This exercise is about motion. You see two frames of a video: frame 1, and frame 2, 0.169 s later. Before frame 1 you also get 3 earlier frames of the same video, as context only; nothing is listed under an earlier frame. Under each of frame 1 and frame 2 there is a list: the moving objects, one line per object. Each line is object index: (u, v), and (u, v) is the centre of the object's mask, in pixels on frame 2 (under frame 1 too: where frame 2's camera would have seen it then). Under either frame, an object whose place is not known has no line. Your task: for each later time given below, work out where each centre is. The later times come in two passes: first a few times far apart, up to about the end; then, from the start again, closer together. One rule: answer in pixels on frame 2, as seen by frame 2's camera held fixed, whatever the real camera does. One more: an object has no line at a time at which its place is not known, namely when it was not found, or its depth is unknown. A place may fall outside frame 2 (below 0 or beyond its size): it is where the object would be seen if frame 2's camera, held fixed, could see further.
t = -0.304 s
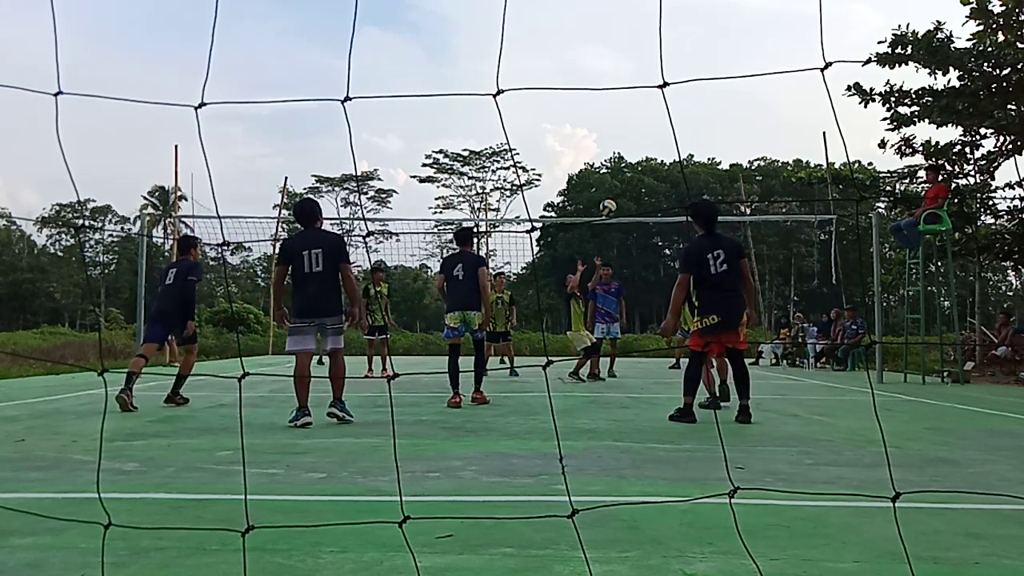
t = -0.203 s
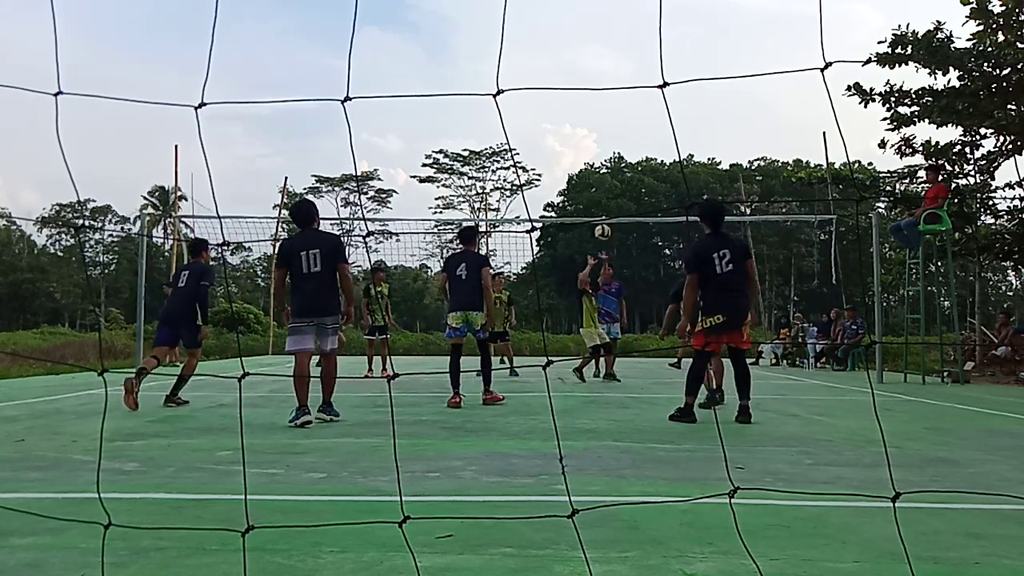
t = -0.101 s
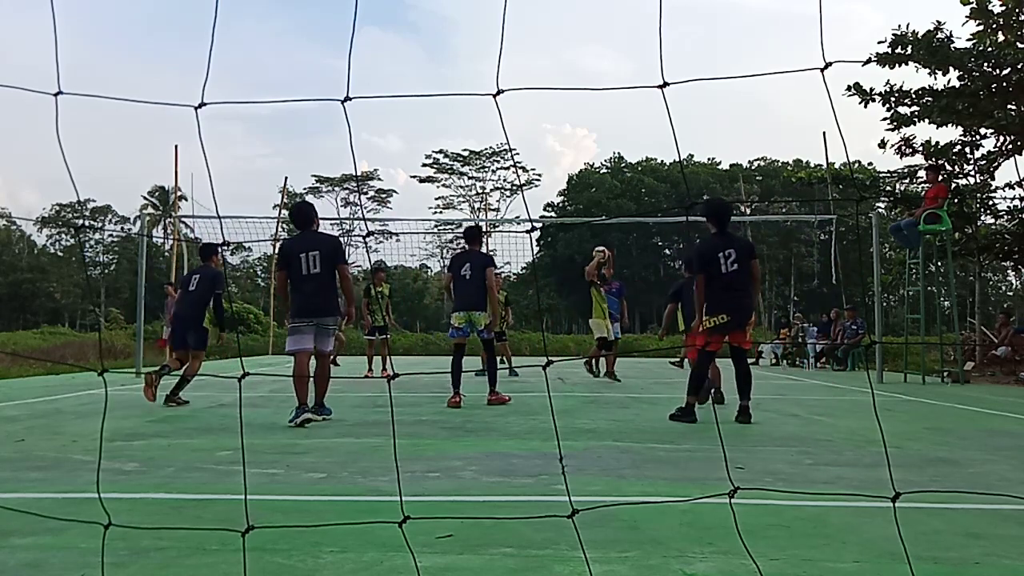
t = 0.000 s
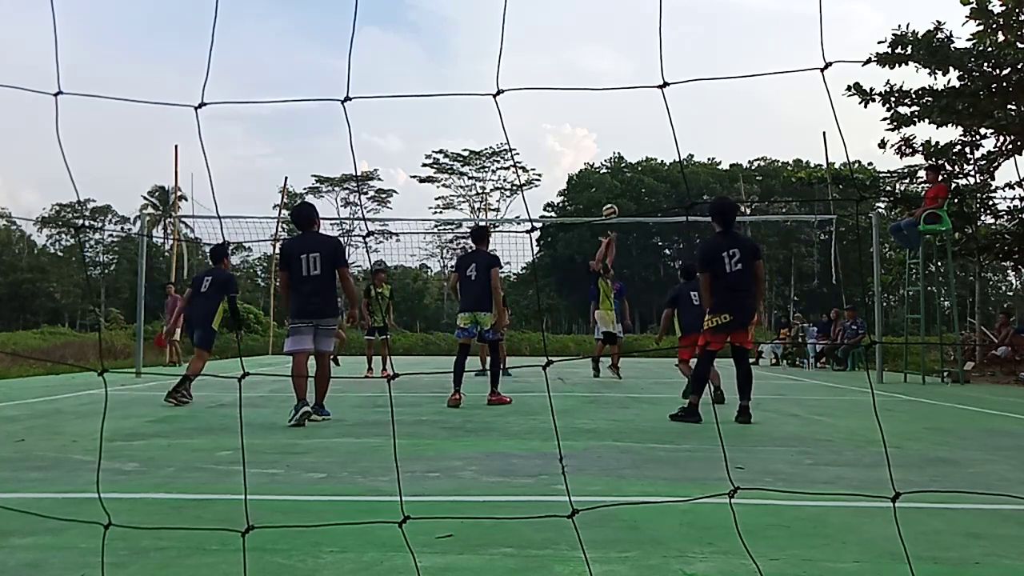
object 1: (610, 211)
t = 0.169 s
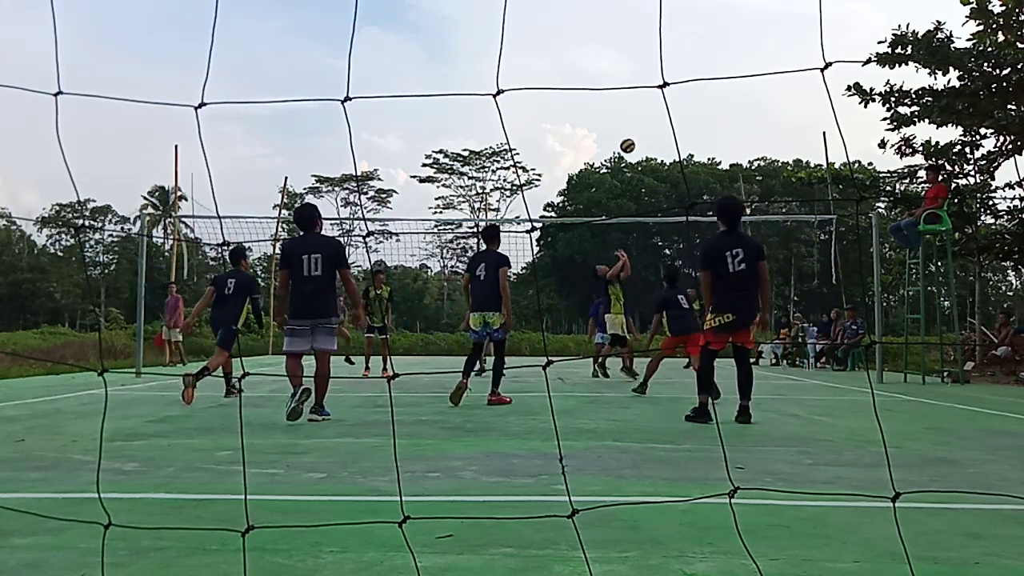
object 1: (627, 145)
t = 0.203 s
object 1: (631, 135)
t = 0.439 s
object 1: (654, 82)
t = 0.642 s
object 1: (673, 68)
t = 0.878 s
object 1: (696, 88)
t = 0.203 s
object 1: (631, 135)
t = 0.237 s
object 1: (634, 125)
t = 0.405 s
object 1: (651, 88)
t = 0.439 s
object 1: (654, 82)
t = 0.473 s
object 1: (658, 79)
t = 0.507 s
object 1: (661, 75)
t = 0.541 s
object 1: (664, 72)
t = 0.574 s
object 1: (667, 70)
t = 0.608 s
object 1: (670, 69)
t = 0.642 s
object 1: (673, 68)
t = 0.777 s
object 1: (686, 75)
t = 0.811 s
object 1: (689, 78)
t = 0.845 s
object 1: (692, 83)
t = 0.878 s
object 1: (696, 88)
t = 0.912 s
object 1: (699, 94)
